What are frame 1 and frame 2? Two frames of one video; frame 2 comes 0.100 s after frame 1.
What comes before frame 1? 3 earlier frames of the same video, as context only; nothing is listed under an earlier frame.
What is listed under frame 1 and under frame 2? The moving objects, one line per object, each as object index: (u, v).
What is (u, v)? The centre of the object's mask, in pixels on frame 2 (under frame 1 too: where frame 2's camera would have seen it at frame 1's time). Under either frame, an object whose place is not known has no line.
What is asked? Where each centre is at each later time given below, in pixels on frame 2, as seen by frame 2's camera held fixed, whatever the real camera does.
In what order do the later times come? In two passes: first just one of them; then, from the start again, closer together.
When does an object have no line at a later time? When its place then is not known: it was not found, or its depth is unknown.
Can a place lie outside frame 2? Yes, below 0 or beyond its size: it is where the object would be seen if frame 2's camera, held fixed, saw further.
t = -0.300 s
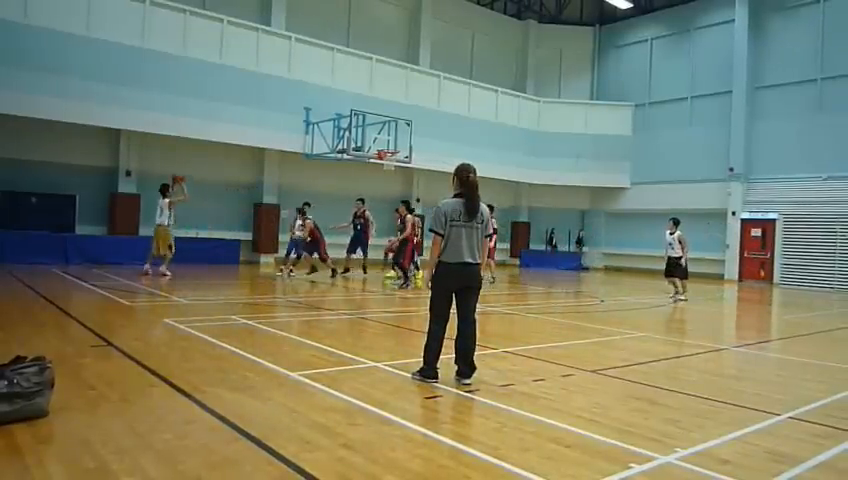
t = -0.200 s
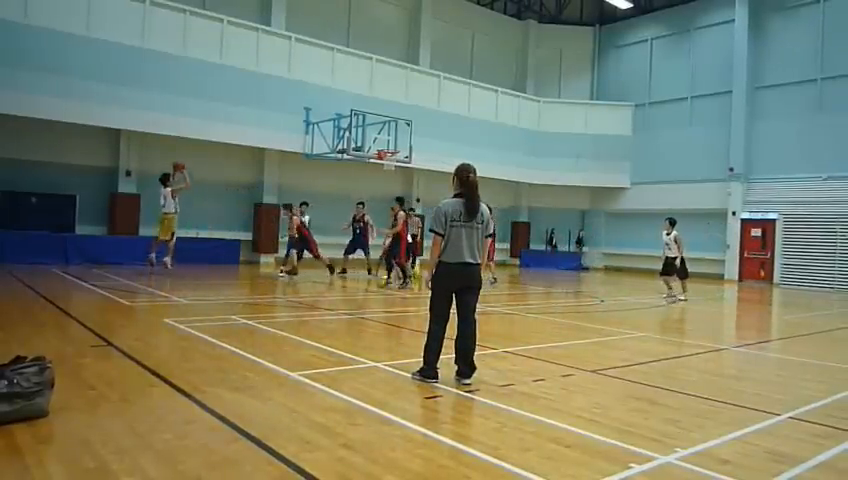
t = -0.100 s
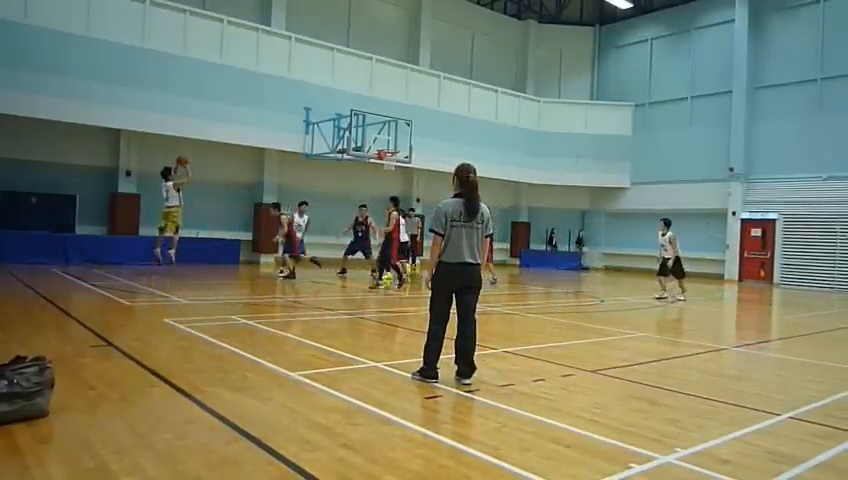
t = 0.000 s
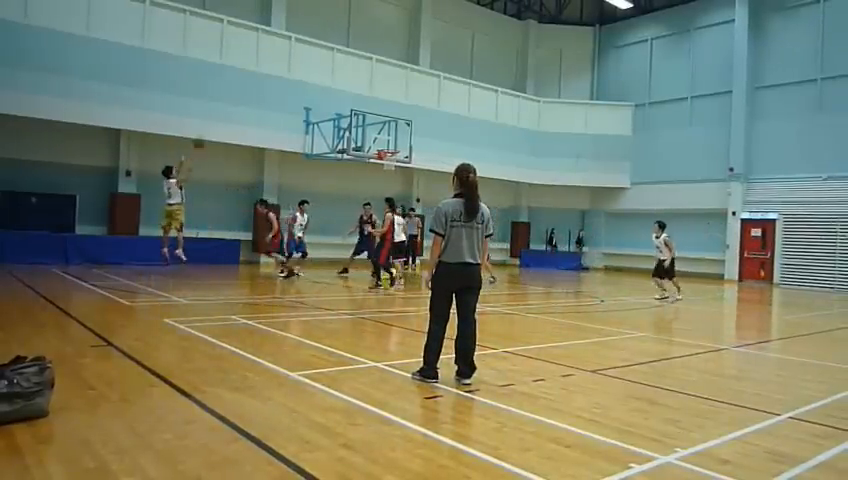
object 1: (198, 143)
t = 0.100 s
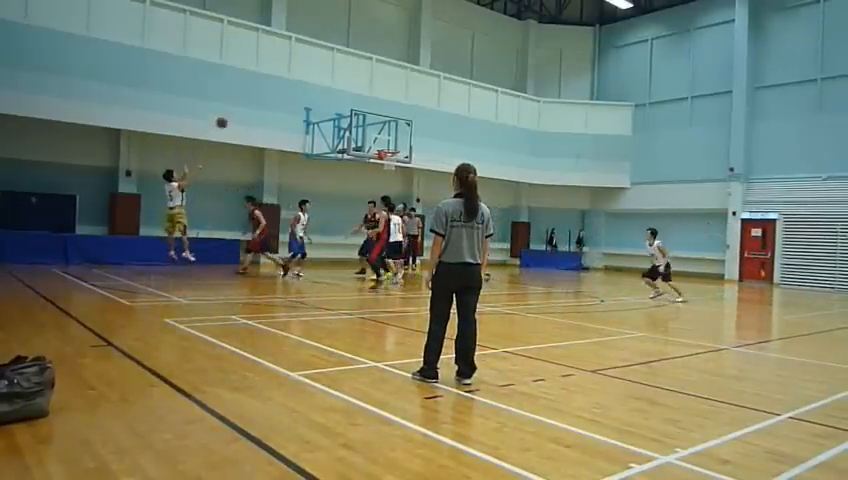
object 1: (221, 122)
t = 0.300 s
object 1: (262, 97)
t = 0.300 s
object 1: (262, 97)
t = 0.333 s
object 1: (269, 94)
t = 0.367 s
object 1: (275, 92)
